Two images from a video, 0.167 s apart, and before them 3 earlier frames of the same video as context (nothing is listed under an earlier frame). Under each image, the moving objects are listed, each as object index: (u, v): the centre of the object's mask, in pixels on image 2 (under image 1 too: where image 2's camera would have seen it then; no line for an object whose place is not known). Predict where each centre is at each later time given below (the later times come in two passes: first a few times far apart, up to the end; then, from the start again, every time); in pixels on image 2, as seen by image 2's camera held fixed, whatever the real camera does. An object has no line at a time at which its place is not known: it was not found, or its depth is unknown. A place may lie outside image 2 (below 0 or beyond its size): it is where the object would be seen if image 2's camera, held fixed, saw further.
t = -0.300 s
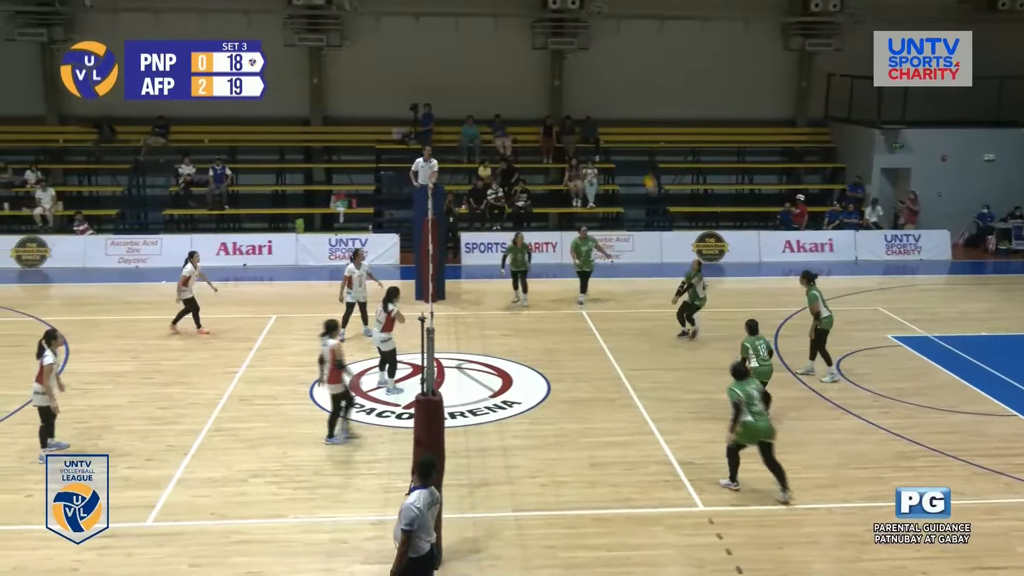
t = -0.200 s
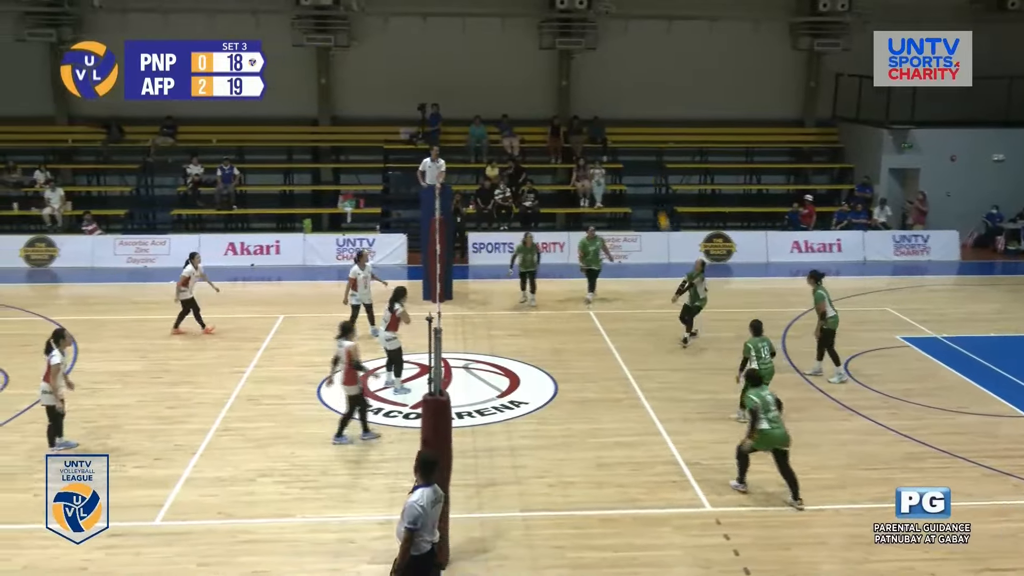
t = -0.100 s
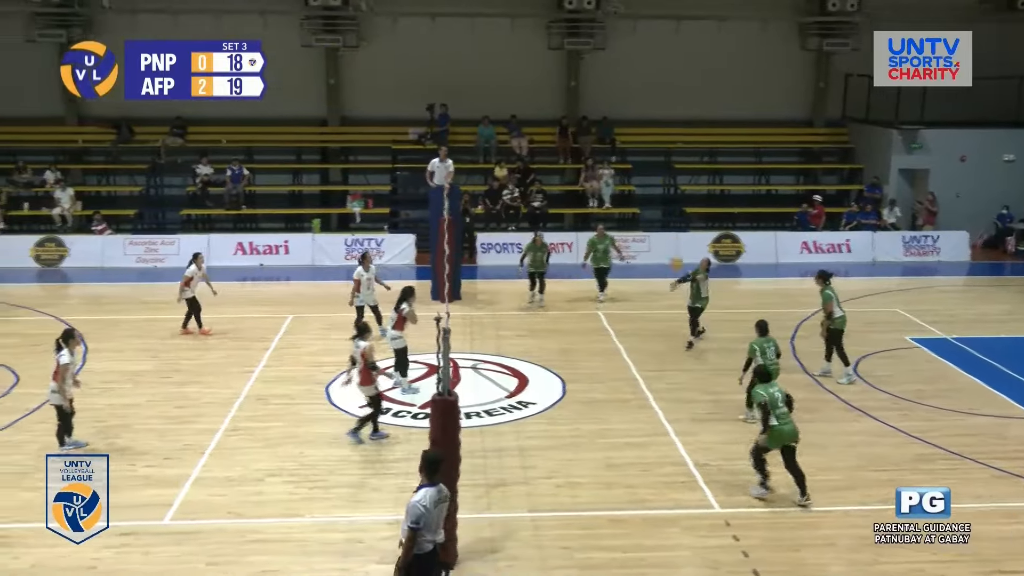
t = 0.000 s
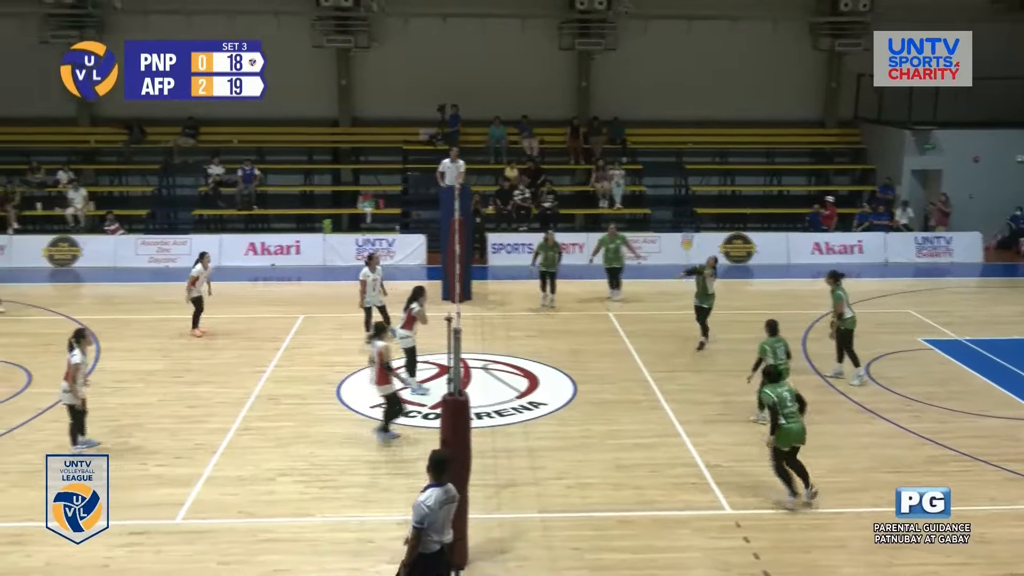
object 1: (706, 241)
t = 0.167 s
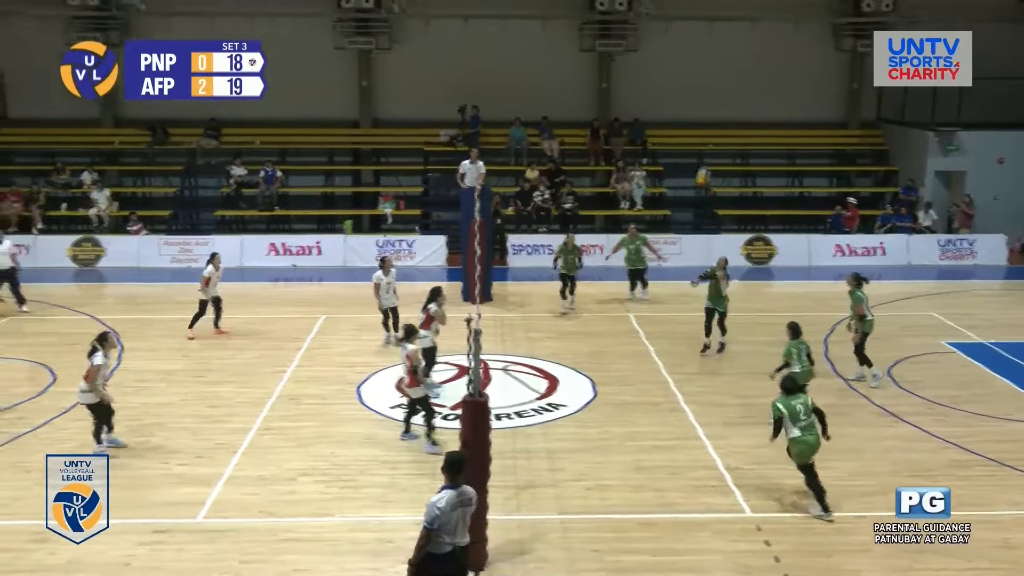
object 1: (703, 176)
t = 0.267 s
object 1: (700, 142)
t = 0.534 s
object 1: (690, 75)
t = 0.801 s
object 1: (679, 58)
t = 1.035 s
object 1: (667, 86)
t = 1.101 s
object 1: (663, 102)
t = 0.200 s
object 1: (702, 164)
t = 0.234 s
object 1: (701, 152)
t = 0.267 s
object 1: (700, 142)
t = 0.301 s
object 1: (699, 128)
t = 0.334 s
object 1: (698, 120)
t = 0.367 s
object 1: (696, 110)
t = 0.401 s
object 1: (696, 102)
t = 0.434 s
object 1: (694, 94)
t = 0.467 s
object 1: (693, 87)
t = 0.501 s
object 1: (692, 81)
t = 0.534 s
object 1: (690, 75)
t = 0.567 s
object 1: (690, 70)
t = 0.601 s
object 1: (689, 66)
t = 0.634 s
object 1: (688, 63)
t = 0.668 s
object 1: (686, 60)
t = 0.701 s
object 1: (685, 58)
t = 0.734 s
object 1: (682, 57)
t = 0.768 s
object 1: (681, 57)
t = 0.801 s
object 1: (679, 58)
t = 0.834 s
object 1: (677, 59)
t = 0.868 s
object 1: (676, 62)
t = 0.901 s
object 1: (674, 65)
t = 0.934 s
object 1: (673, 69)
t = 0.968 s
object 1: (671, 74)
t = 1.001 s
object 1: (669, 79)
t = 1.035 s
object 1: (667, 86)
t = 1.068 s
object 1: (665, 93)
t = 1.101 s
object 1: (663, 102)
